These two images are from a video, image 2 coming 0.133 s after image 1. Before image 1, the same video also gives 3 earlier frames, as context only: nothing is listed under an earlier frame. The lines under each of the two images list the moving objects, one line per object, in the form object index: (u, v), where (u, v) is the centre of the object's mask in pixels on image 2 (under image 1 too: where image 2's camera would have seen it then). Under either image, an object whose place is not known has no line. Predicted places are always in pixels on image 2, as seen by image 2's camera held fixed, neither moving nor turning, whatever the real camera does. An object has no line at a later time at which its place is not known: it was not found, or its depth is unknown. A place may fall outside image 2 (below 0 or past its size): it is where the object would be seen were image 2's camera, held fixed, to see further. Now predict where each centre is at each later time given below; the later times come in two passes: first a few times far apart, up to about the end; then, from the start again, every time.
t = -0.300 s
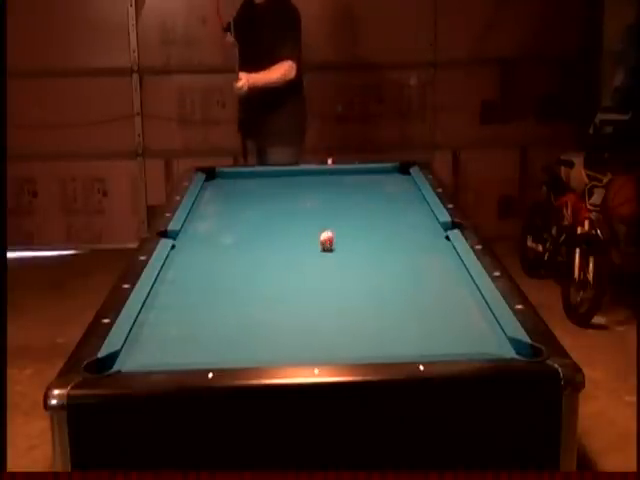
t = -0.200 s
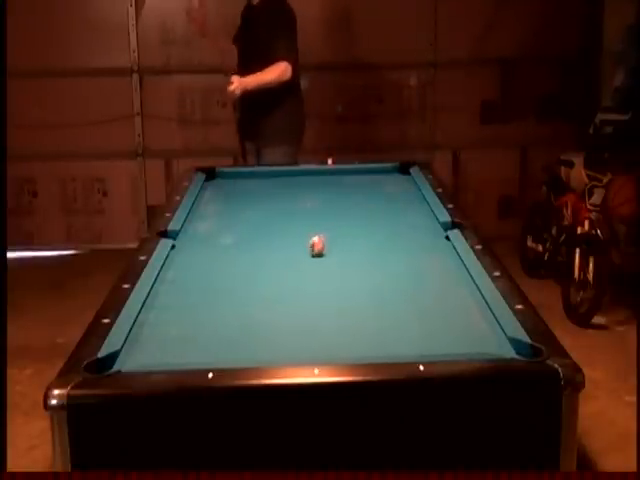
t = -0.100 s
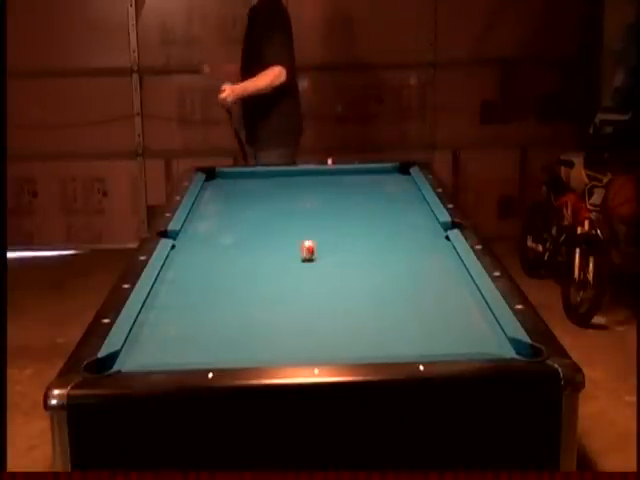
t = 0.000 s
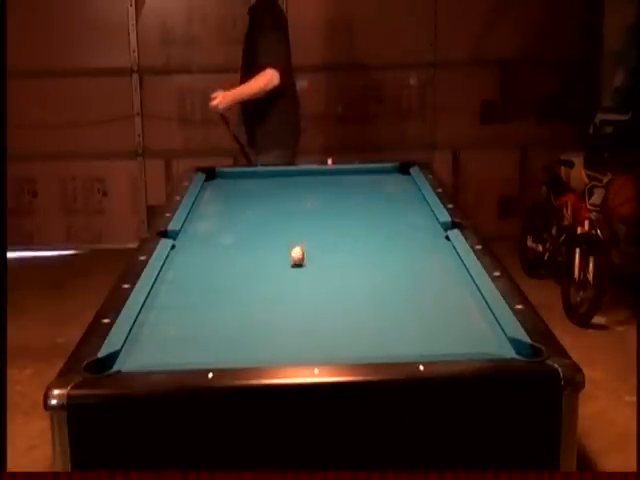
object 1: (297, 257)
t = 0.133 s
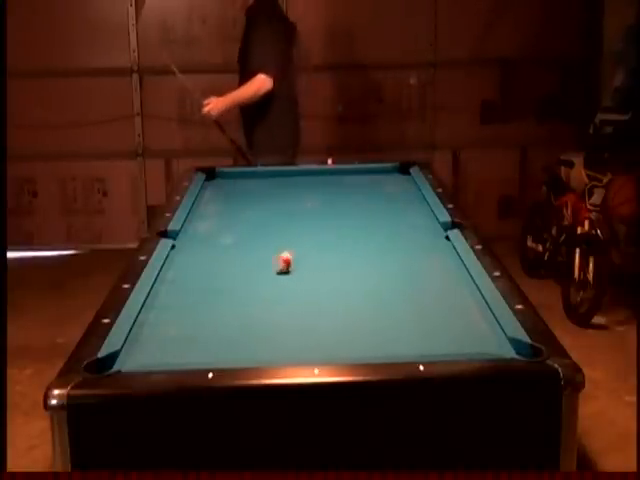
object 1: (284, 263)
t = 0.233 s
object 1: (273, 268)
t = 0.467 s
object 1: (248, 280)
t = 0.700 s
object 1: (221, 294)
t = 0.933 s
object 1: (193, 308)
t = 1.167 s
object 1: (139, 351)
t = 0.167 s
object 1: (280, 265)
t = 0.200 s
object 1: (276, 266)
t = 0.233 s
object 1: (273, 268)
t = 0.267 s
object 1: (269, 271)
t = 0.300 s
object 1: (265, 272)
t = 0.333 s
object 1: (262, 274)
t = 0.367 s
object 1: (259, 276)
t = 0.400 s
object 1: (255, 277)
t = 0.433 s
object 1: (251, 279)
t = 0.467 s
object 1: (248, 280)
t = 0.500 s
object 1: (243, 283)
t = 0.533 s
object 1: (240, 285)
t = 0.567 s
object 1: (236, 286)
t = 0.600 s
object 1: (232, 288)
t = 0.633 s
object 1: (229, 291)
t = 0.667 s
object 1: (225, 292)
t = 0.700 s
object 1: (221, 294)
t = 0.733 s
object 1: (217, 295)
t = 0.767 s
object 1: (213, 298)
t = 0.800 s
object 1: (209, 300)
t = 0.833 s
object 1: (205, 302)
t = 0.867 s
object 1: (201, 303)
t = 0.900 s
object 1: (197, 305)
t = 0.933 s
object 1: (193, 308)
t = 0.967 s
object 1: (189, 310)
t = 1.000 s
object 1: (184, 312)
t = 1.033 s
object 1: (181, 313)
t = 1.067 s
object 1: (174, 319)
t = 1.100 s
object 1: (163, 330)
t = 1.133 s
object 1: (150, 342)
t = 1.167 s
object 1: (139, 351)
